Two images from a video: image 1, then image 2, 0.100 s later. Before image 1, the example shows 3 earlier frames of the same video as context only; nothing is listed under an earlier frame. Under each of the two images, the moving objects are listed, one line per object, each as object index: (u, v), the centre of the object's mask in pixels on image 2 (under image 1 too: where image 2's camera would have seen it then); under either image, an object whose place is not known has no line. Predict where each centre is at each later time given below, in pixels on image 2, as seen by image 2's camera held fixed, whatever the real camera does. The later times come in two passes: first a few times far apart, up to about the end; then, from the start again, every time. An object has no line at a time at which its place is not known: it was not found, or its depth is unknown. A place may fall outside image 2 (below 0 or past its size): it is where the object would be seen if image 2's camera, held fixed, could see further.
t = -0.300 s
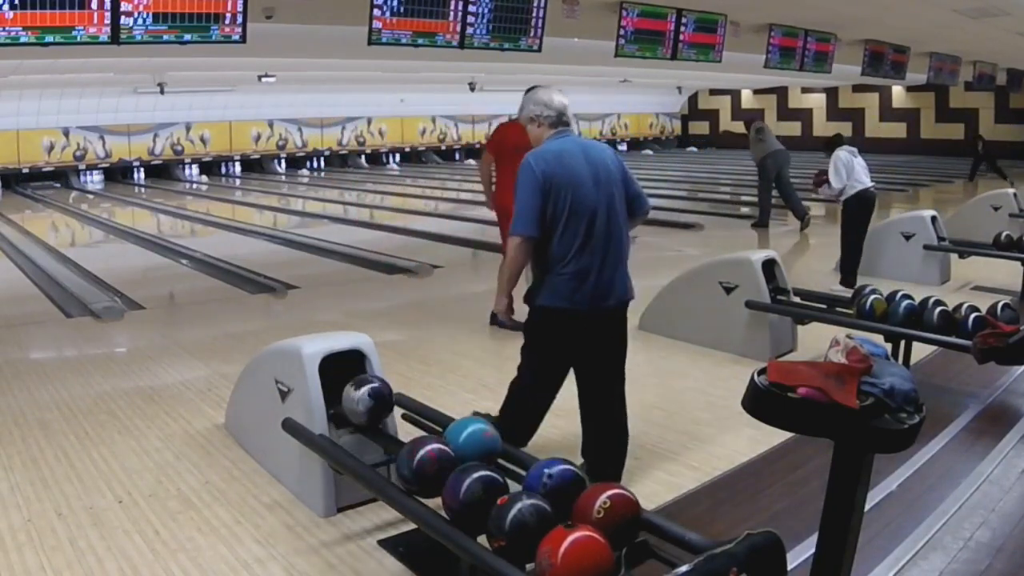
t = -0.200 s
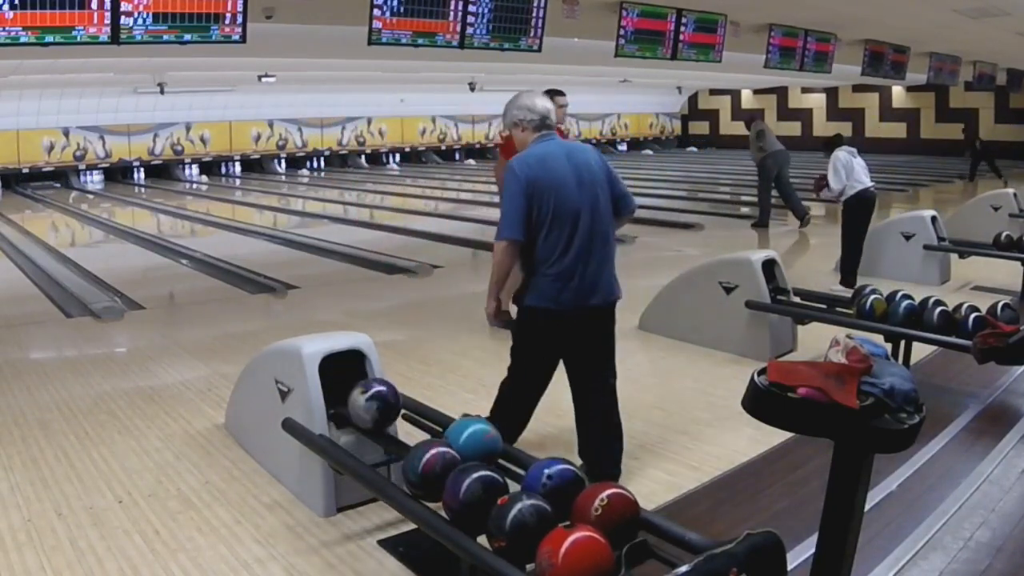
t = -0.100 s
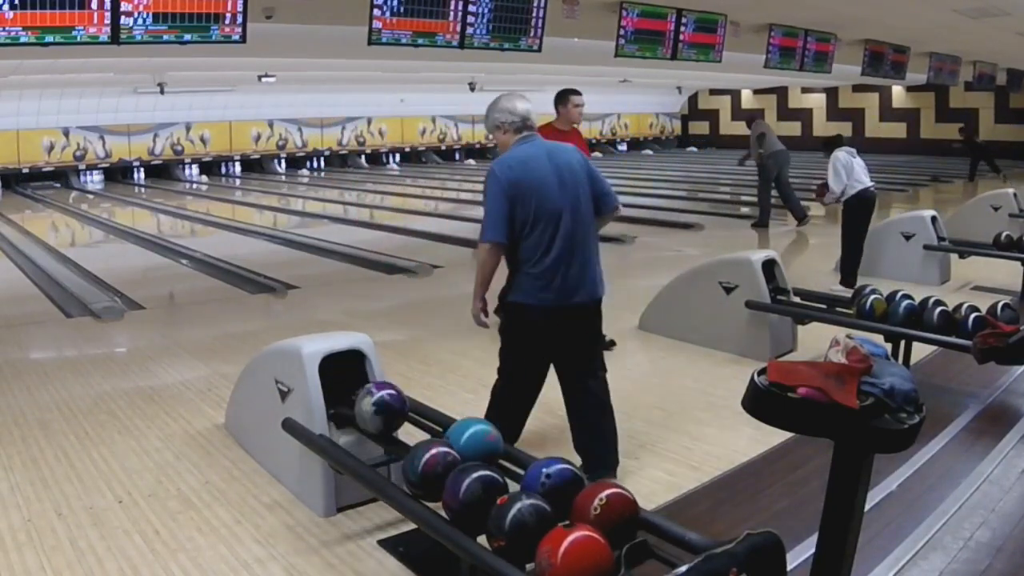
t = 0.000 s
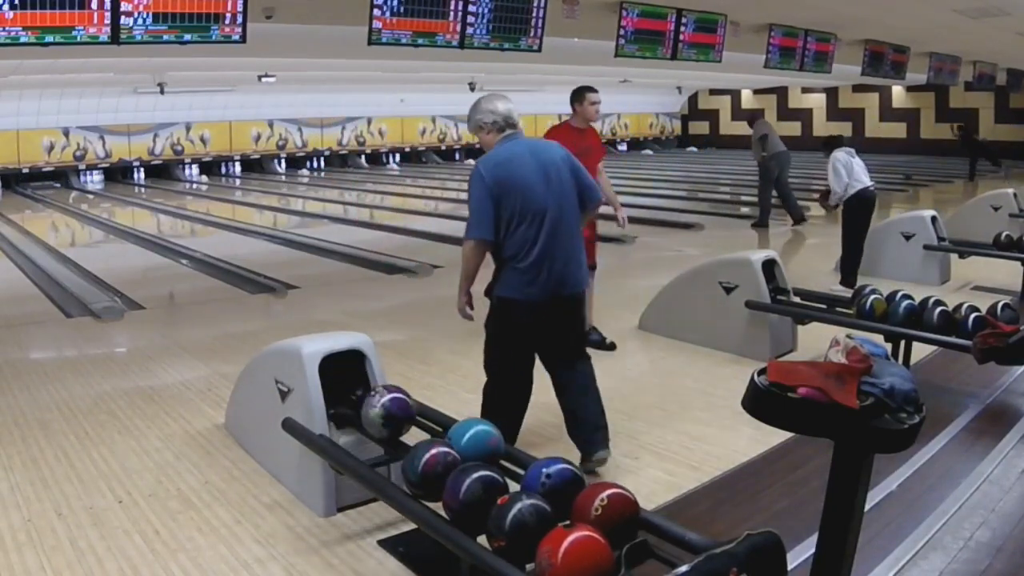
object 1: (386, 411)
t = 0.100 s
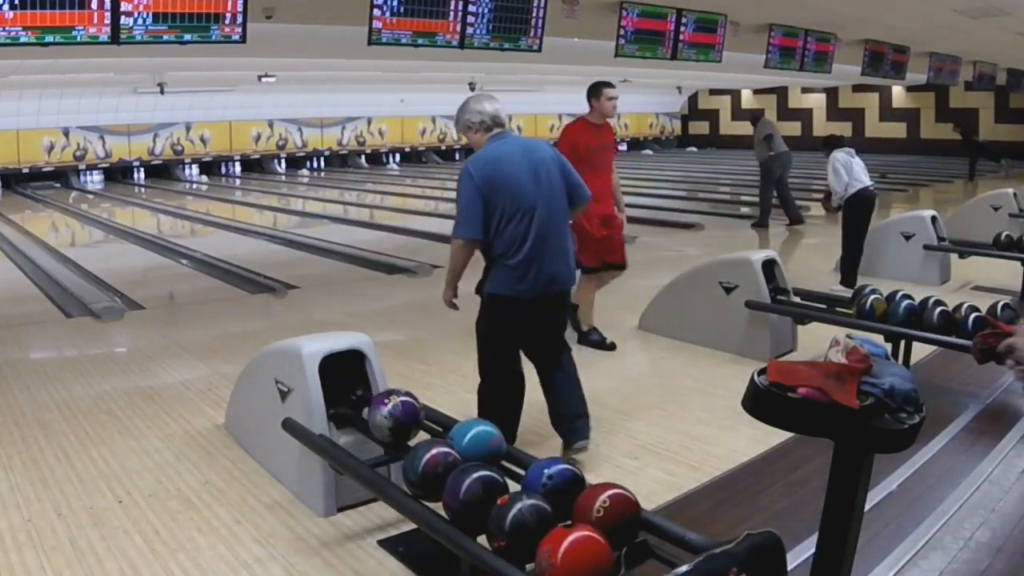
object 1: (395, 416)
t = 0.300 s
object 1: (409, 422)
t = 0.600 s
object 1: (427, 427)
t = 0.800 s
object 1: (433, 426)
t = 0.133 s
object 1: (394, 415)
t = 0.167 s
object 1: (385, 417)
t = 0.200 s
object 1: (387, 418)
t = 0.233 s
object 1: (389, 417)
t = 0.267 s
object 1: (398, 417)
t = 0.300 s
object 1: (409, 422)
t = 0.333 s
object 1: (412, 423)
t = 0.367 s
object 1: (415, 424)
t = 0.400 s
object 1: (419, 425)
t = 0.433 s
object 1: (422, 425)
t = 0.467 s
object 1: (424, 426)
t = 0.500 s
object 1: (424, 426)
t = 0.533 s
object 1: (426, 427)
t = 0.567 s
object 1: (426, 427)
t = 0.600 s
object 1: (427, 427)
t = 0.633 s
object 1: (430, 426)
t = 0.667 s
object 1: (431, 426)
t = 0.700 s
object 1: (430, 426)
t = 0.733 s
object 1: (432, 426)
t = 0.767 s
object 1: (432, 426)
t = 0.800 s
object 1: (433, 426)
